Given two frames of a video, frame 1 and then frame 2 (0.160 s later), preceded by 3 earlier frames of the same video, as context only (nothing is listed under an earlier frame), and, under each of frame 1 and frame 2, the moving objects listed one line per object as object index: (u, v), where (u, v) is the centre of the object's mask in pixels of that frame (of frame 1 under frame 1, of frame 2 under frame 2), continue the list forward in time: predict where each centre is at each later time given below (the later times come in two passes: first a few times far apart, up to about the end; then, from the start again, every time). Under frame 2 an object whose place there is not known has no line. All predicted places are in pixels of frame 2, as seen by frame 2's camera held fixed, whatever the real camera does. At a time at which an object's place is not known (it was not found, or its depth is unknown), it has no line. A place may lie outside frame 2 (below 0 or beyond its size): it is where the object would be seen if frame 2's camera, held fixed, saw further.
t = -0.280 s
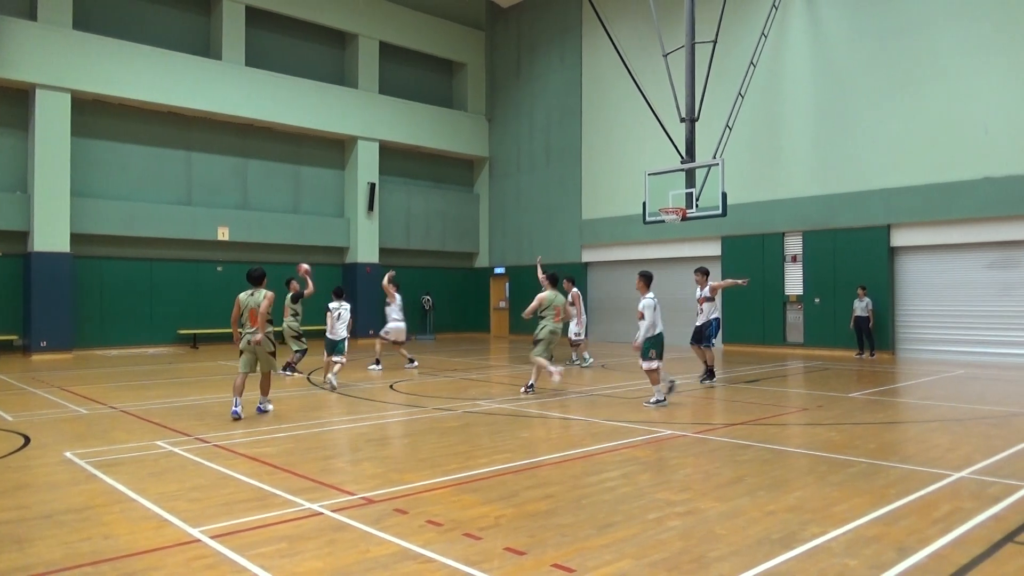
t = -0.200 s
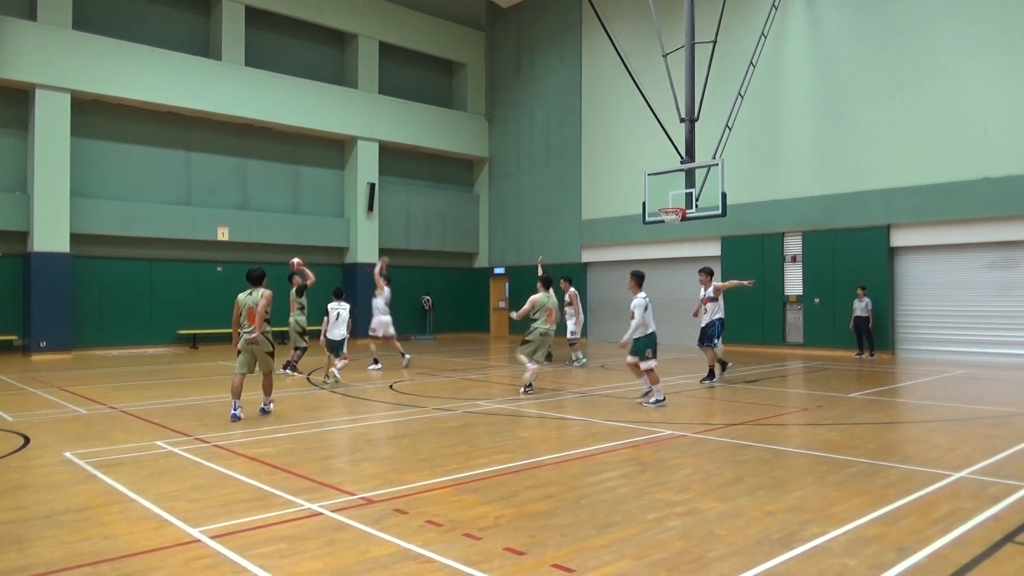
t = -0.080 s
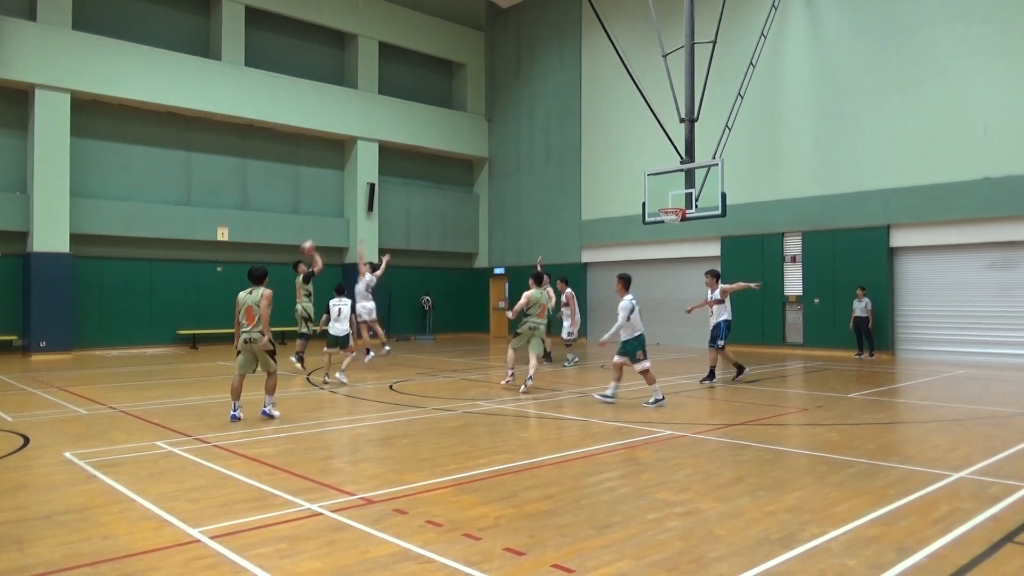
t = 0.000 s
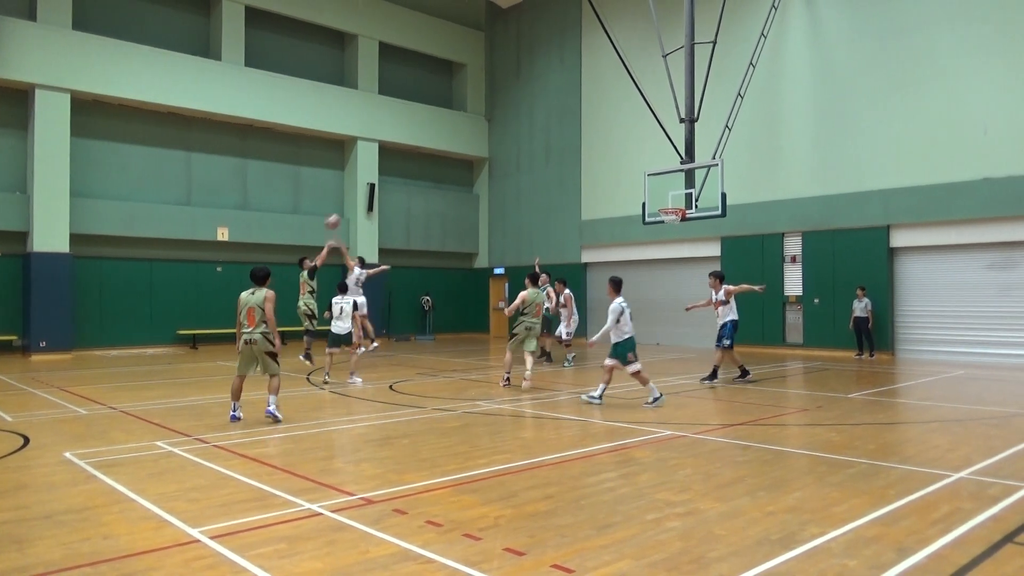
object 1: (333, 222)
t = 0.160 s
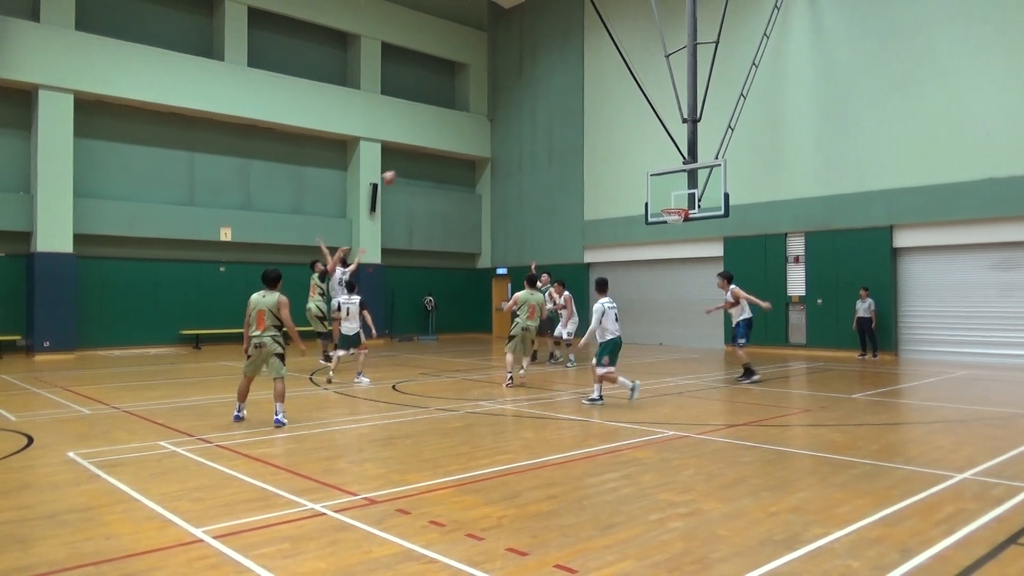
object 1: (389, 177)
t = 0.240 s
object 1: (414, 161)
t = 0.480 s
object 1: (490, 132)
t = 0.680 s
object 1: (550, 132)
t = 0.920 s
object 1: (618, 158)
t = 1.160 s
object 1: (678, 205)
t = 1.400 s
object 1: (619, 179)
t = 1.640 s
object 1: (560, 181)
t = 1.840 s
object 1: (514, 204)
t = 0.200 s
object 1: (401, 168)
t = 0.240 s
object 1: (414, 161)
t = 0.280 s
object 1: (427, 154)
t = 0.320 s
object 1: (441, 147)
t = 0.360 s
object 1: (452, 143)
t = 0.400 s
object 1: (465, 139)
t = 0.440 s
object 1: (477, 135)
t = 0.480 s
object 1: (490, 132)
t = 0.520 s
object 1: (502, 130)
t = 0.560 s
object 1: (514, 129)
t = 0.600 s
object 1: (526, 129)
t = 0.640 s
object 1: (538, 130)
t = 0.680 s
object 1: (550, 132)
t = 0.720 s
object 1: (562, 134)
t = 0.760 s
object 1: (573, 137)
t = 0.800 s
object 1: (584, 141)
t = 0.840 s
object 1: (595, 146)
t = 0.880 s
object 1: (606, 152)
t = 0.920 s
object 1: (618, 158)
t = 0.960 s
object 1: (629, 165)
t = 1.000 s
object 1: (640, 173)
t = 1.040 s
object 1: (651, 181)
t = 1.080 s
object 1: (662, 190)
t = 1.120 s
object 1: (673, 200)
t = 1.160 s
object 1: (678, 205)
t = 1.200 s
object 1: (669, 199)
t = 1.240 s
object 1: (658, 194)
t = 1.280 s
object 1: (648, 189)
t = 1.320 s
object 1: (638, 185)
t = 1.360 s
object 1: (628, 182)
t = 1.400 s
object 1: (619, 179)
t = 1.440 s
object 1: (609, 178)
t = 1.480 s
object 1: (599, 177)
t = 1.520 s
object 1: (589, 177)
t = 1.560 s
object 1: (579, 177)
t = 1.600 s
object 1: (570, 179)
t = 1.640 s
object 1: (560, 181)
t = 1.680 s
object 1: (551, 184)
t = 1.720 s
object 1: (542, 188)
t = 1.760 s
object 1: (533, 192)
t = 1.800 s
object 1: (524, 198)
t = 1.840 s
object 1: (514, 204)
